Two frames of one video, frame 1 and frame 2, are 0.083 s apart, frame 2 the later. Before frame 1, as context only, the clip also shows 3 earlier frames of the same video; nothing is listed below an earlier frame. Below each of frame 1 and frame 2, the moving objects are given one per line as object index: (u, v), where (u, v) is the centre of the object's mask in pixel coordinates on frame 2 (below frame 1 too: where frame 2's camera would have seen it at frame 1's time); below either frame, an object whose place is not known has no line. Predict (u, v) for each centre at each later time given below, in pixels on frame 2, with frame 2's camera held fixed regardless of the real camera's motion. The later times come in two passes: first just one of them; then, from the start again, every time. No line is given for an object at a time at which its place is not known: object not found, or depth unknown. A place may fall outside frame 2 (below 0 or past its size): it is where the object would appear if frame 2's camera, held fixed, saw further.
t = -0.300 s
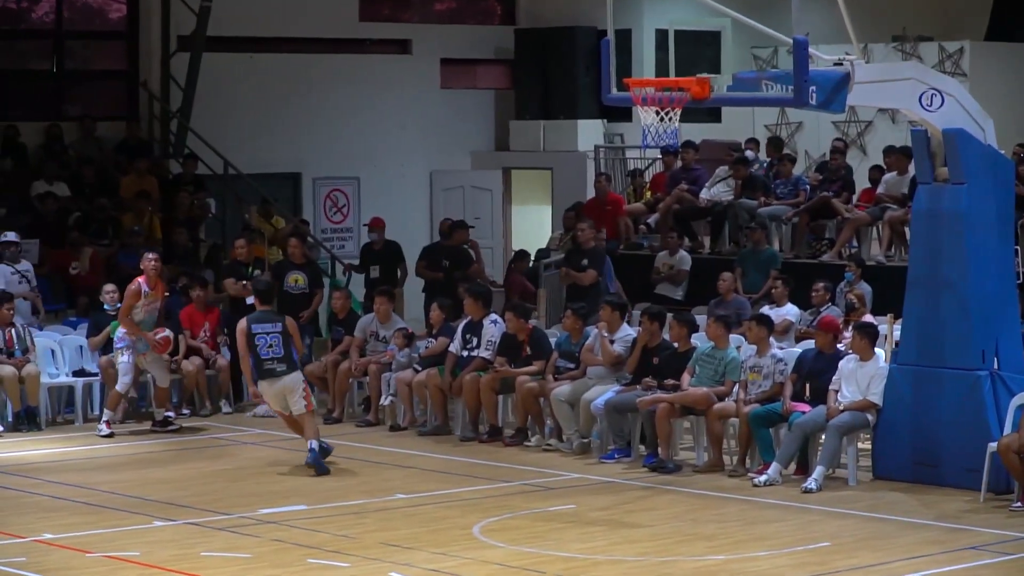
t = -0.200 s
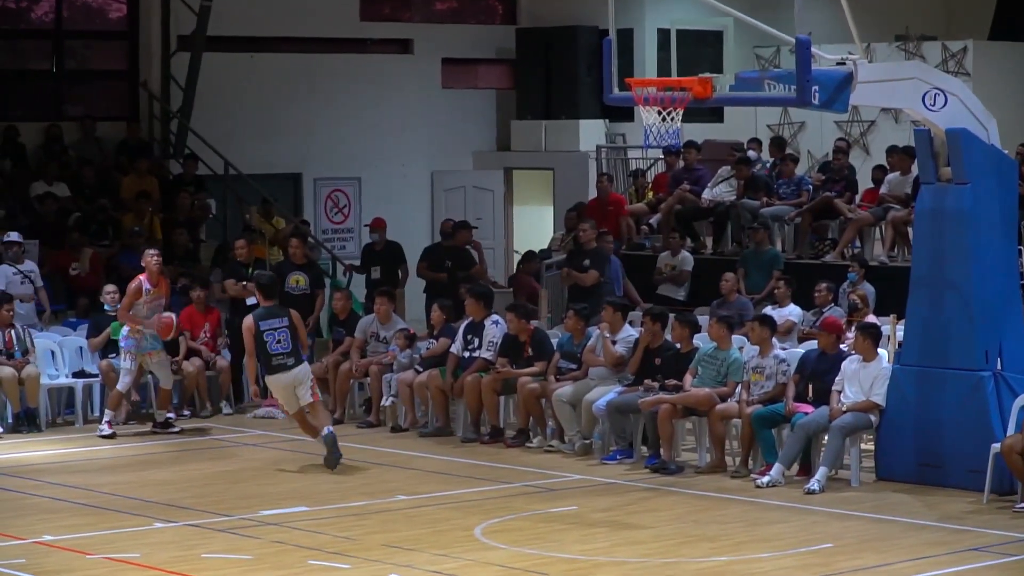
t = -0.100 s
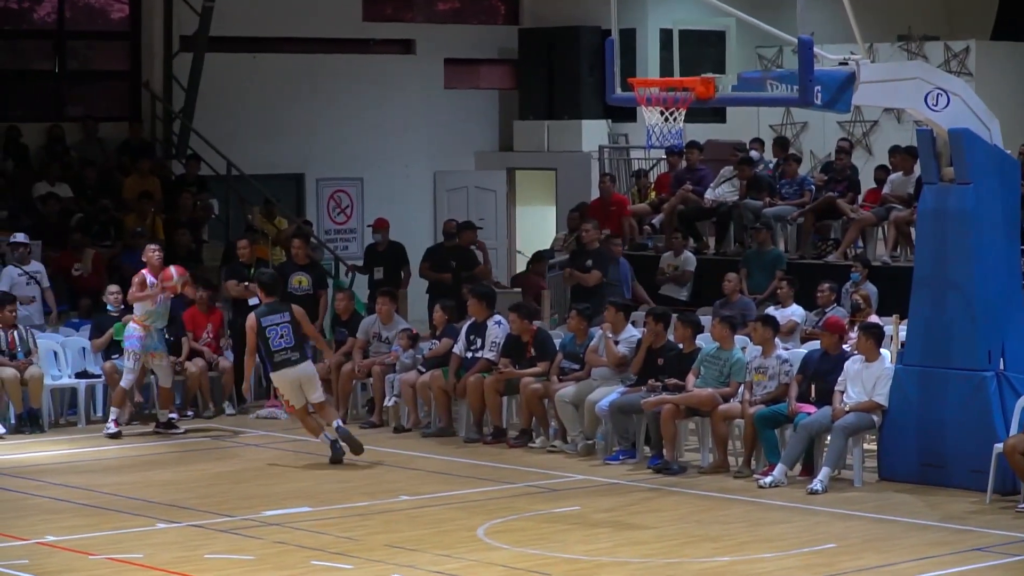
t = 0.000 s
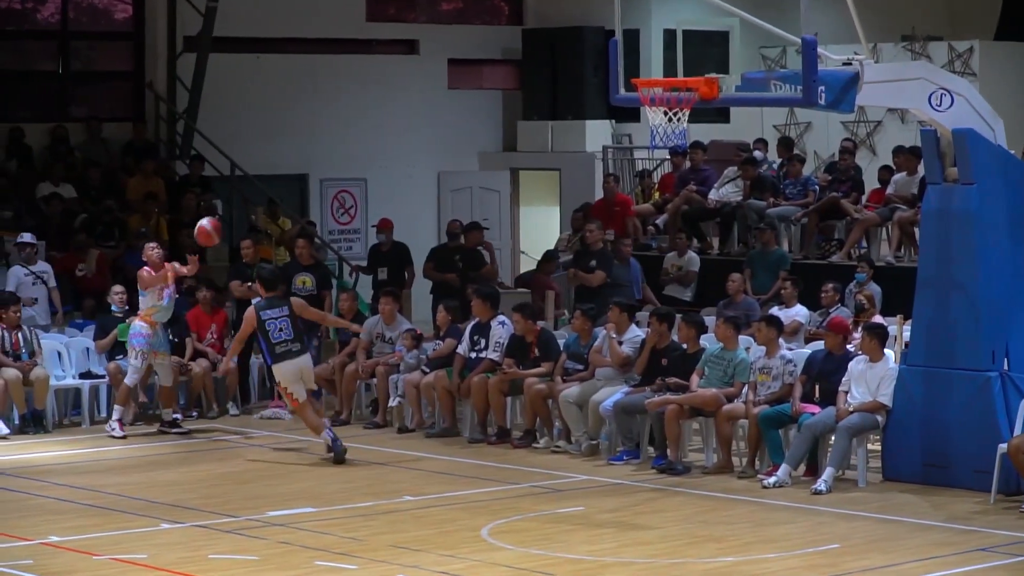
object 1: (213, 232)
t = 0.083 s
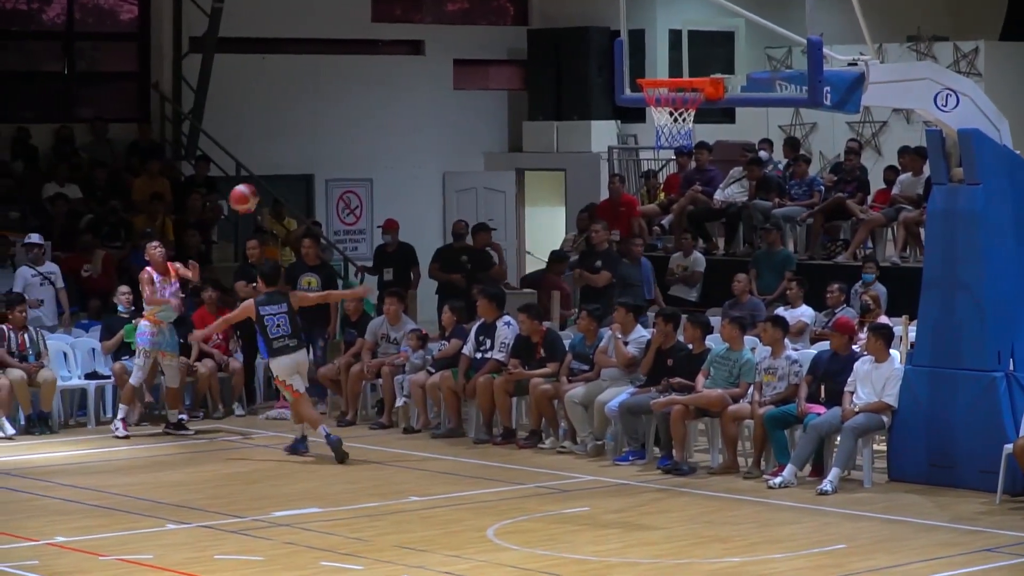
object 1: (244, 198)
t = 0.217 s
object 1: (296, 159)
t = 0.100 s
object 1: (250, 192)
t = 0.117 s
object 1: (256, 187)
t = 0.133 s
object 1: (262, 182)
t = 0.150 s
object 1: (269, 177)
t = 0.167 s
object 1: (275, 172)
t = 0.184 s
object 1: (282, 167)
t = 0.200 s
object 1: (289, 163)
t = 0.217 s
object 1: (296, 159)
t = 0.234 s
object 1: (303, 155)
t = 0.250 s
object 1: (310, 152)
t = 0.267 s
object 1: (316, 149)
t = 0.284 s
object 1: (323, 147)
